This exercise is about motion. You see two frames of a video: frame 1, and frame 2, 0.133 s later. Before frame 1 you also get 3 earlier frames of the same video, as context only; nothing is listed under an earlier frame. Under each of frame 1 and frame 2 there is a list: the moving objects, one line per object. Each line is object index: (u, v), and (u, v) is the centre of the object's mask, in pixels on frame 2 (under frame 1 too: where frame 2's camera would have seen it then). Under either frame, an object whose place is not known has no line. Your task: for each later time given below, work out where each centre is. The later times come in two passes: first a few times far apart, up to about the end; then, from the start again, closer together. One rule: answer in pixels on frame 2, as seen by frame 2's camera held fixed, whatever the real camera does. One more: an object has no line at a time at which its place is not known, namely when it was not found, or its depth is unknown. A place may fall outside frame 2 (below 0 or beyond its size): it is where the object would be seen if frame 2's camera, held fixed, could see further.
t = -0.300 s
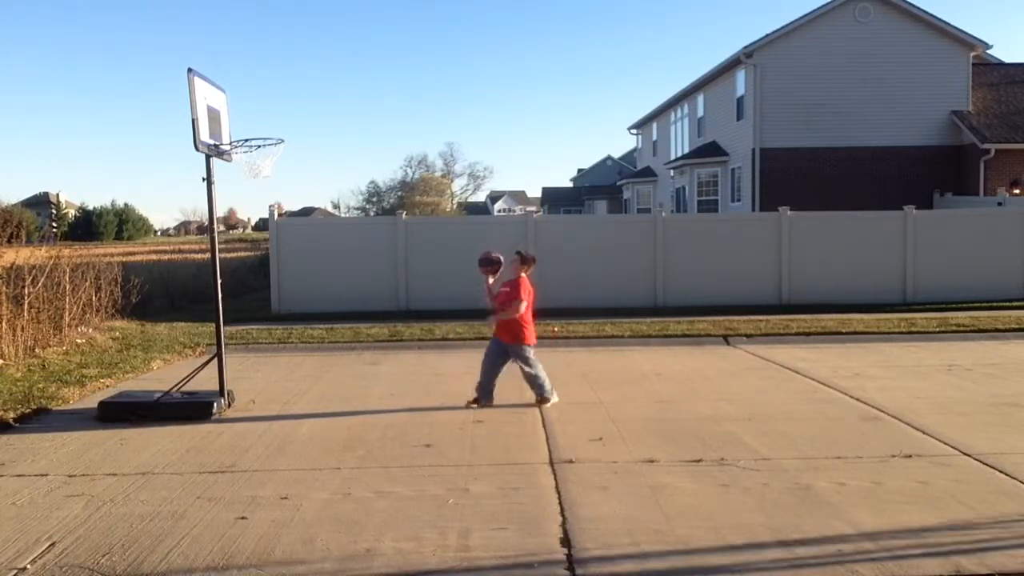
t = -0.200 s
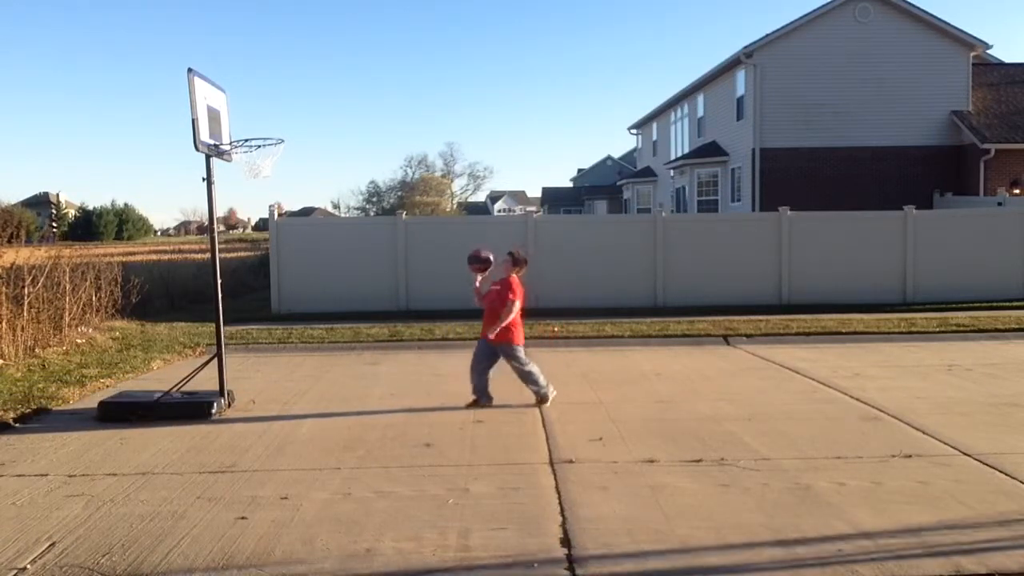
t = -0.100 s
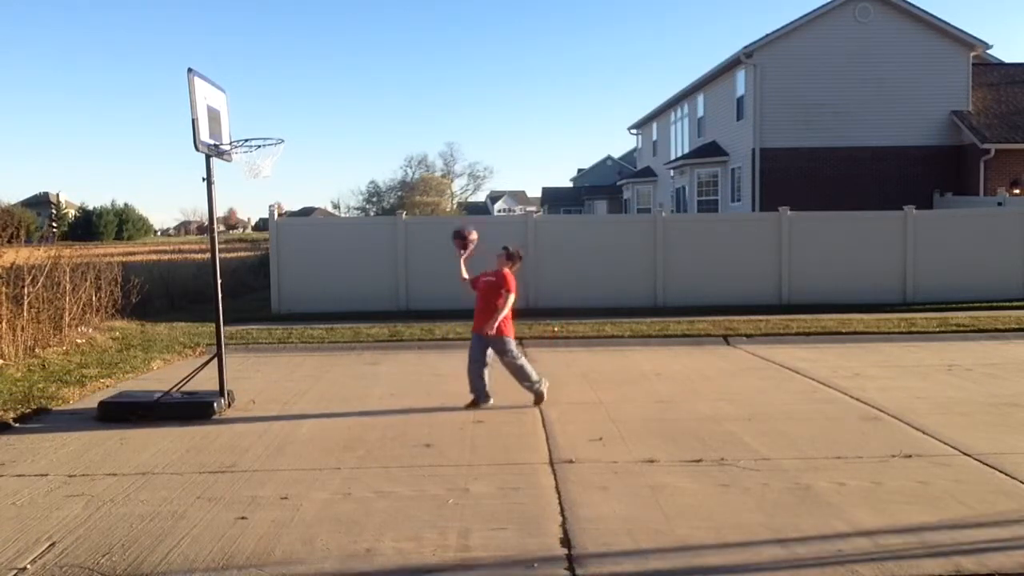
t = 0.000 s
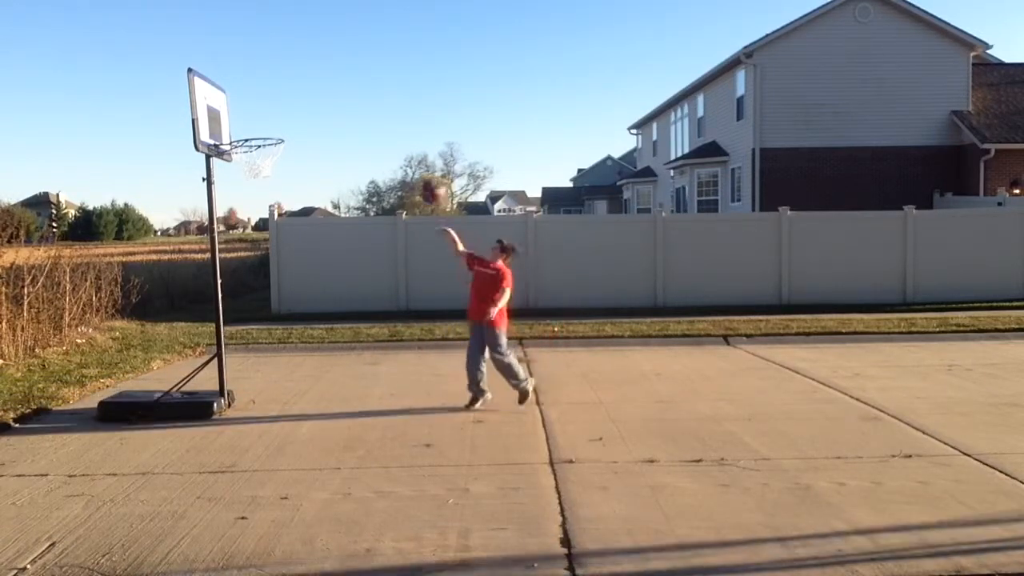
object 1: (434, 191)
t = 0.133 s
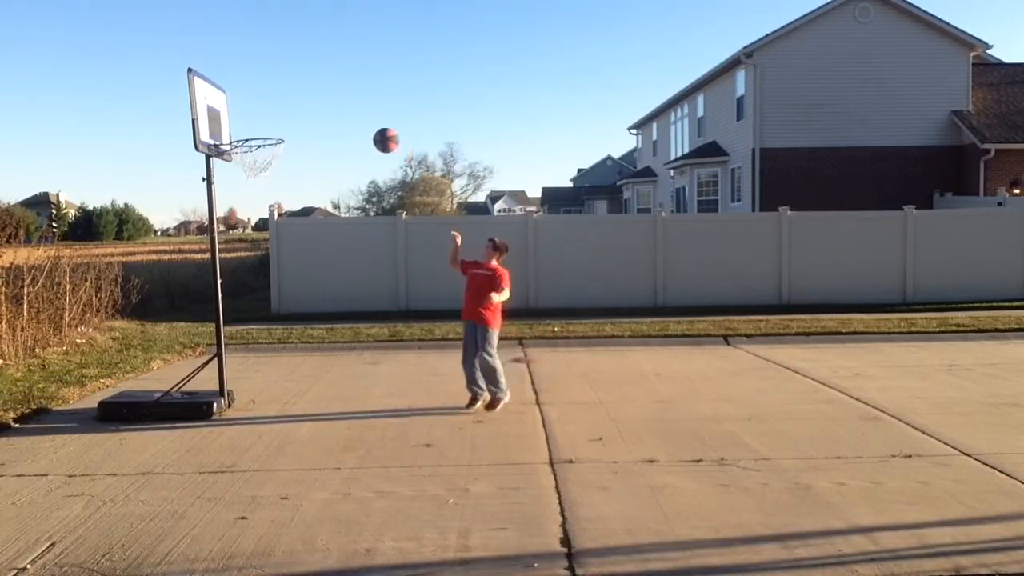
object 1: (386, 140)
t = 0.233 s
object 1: (351, 113)
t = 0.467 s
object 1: (271, 91)
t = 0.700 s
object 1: (243, 122)
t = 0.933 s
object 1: (276, 171)
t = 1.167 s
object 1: (265, 206)
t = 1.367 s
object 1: (259, 283)
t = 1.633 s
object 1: (243, 372)
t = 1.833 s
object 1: (223, 305)
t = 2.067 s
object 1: (197, 279)
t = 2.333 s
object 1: (167, 320)
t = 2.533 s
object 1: (140, 389)
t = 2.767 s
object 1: (43, 405)
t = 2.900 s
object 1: (2, 418)
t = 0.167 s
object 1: (374, 130)
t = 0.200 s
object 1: (363, 121)
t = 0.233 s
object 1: (351, 113)
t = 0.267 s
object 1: (340, 106)
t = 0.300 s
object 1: (328, 101)
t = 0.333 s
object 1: (317, 97)
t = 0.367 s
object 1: (305, 94)
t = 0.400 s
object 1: (294, 92)
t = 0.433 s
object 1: (282, 91)
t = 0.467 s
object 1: (271, 91)
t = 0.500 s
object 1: (260, 93)
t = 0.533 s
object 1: (249, 96)
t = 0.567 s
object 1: (238, 100)
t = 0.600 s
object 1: (225, 106)
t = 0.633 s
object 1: (231, 110)
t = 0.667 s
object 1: (237, 115)
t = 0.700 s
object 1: (243, 122)
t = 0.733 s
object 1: (250, 129)
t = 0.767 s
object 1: (256, 139)
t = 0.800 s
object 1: (264, 149)
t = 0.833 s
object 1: (270, 160)
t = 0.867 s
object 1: (275, 167)
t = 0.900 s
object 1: (277, 170)
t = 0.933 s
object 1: (276, 171)
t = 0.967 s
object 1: (274, 172)
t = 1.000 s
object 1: (272, 175)
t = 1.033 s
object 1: (271, 177)
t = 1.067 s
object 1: (269, 183)
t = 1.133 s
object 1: (267, 198)
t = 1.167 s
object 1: (265, 206)
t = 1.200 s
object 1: (263, 216)
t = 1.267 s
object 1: (264, 237)
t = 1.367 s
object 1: (259, 283)
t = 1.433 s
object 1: (256, 318)
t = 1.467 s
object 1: (255, 337)
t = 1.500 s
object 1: (253, 358)
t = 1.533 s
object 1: (252, 380)
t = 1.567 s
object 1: (251, 401)
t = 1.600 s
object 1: (247, 388)
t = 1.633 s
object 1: (243, 372)
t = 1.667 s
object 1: (239, 358)
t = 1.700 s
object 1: (235, 345)
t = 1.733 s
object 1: (232, 334)
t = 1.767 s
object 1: (229, 323)
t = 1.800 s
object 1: (226, 313)
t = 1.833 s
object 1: (223, 305)
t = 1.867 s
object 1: (220, 298)
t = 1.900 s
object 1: (216, 291)
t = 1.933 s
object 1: (210, 288)
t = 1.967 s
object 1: (207, 284)
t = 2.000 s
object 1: (204, 281)
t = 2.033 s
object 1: (200, 279)
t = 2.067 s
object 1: (197, 279)
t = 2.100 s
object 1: (193, 280)
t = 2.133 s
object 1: (190, 282)
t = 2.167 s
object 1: (186, 285)
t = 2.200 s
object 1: (180, 290)
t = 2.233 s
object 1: (177, 295)
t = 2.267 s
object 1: (177, 302)
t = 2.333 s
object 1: (167, 320)
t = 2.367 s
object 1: (164, 331)
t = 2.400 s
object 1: (160, 343)
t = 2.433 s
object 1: (157, 356)
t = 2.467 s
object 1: (154, 371)
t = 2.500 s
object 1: (152, 386)
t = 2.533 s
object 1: (140, 389)
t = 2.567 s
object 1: (128, 387)
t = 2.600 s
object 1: (114, 387)
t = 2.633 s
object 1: (101, 388)
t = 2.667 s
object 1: (86, 390)
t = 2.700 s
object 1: (72, 394)
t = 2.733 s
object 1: (58, 399)
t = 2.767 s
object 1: (43, 405)
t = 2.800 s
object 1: (30, 413)
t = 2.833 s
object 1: (15, 422)
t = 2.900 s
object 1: (2, 418)
